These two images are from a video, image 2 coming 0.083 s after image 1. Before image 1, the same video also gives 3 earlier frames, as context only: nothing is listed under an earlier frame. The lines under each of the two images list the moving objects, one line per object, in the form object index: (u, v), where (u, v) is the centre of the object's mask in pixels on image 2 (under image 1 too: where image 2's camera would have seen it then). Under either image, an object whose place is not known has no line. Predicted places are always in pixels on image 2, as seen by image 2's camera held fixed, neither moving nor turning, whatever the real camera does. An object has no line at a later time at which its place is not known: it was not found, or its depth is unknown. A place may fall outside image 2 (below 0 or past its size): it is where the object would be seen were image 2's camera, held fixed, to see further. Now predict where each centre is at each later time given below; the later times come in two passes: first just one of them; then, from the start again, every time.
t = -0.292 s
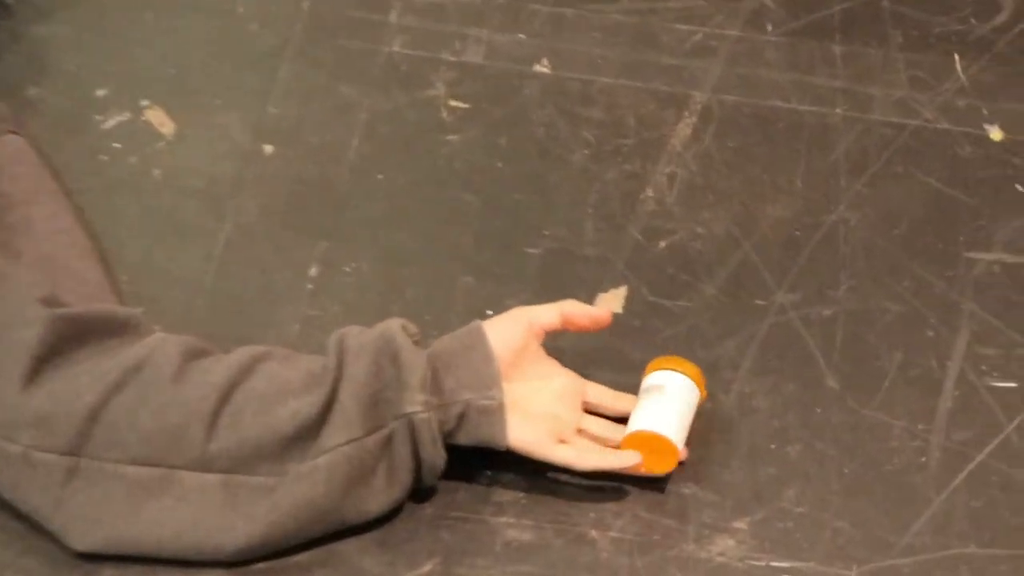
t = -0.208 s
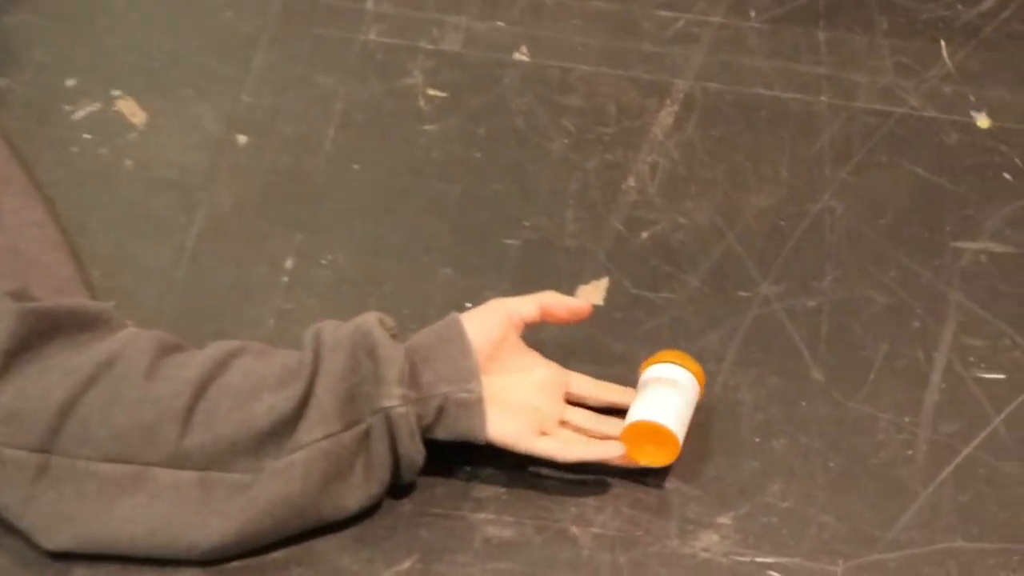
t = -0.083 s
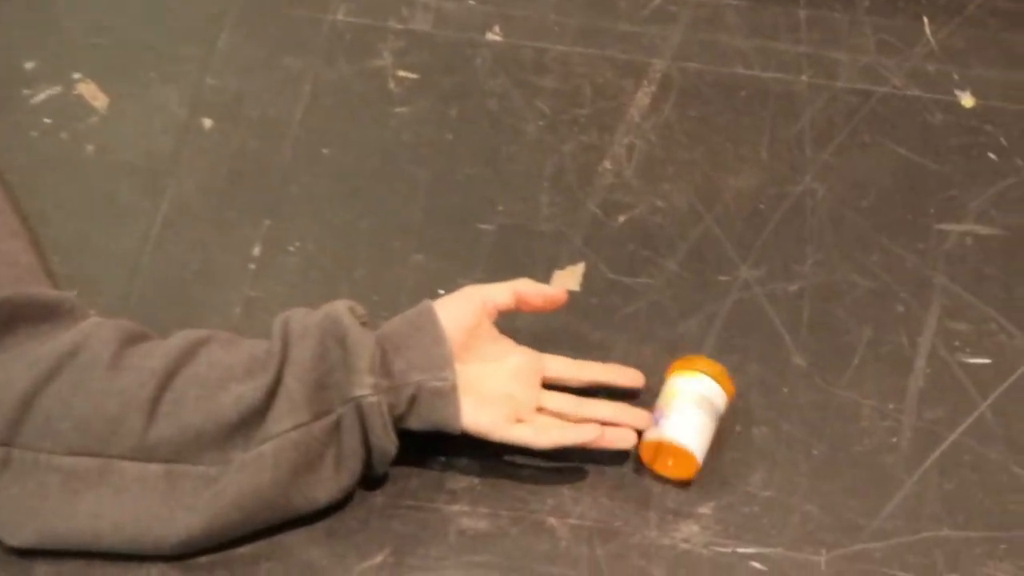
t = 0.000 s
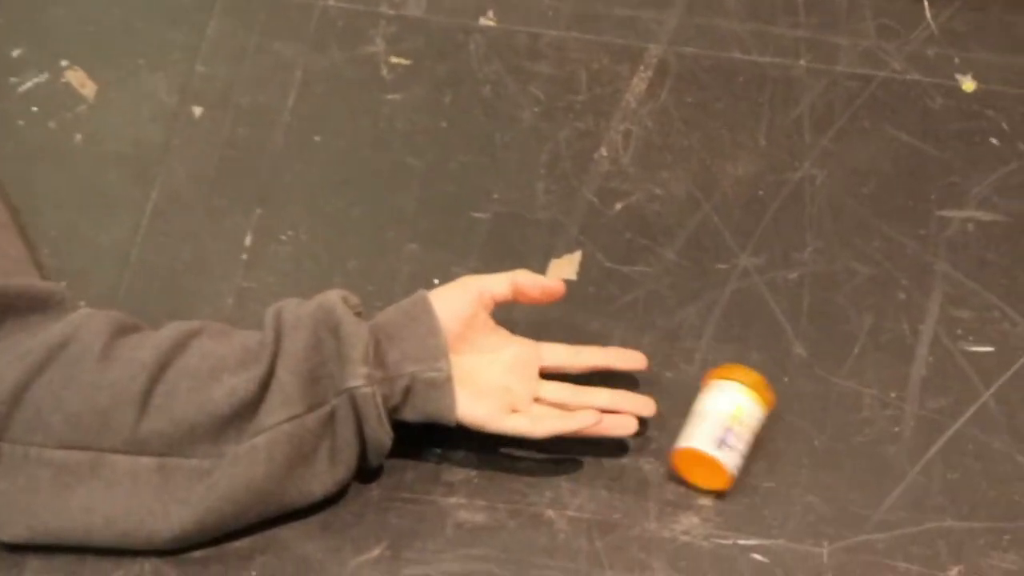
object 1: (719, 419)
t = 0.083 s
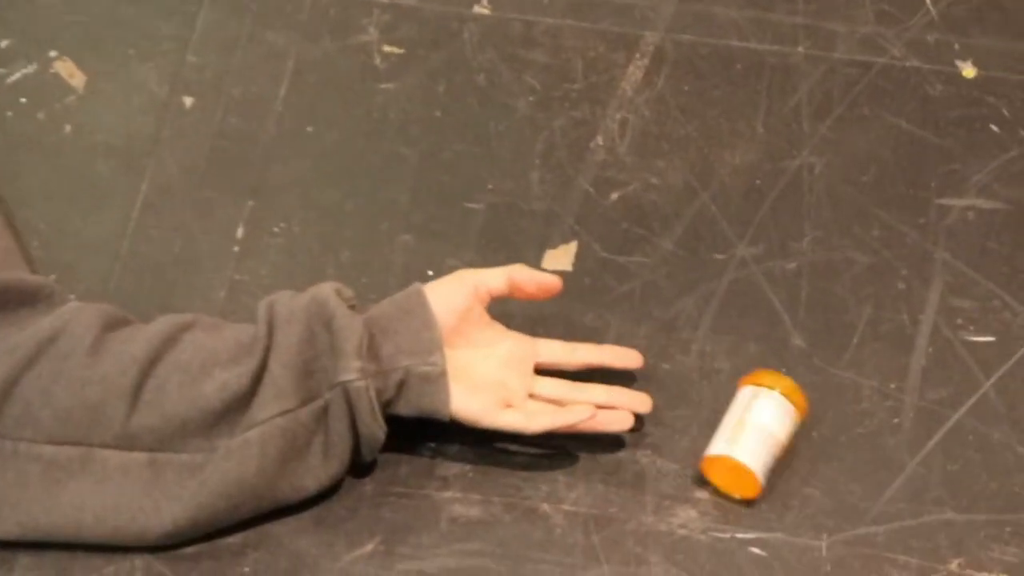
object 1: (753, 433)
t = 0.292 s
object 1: (824, 467)
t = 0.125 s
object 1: (770, 440)
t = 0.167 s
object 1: (784, 448)
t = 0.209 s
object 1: (798, 455)
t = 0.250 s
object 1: (811, 461)
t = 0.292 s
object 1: (824, 467)
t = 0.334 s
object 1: (836, 474)
